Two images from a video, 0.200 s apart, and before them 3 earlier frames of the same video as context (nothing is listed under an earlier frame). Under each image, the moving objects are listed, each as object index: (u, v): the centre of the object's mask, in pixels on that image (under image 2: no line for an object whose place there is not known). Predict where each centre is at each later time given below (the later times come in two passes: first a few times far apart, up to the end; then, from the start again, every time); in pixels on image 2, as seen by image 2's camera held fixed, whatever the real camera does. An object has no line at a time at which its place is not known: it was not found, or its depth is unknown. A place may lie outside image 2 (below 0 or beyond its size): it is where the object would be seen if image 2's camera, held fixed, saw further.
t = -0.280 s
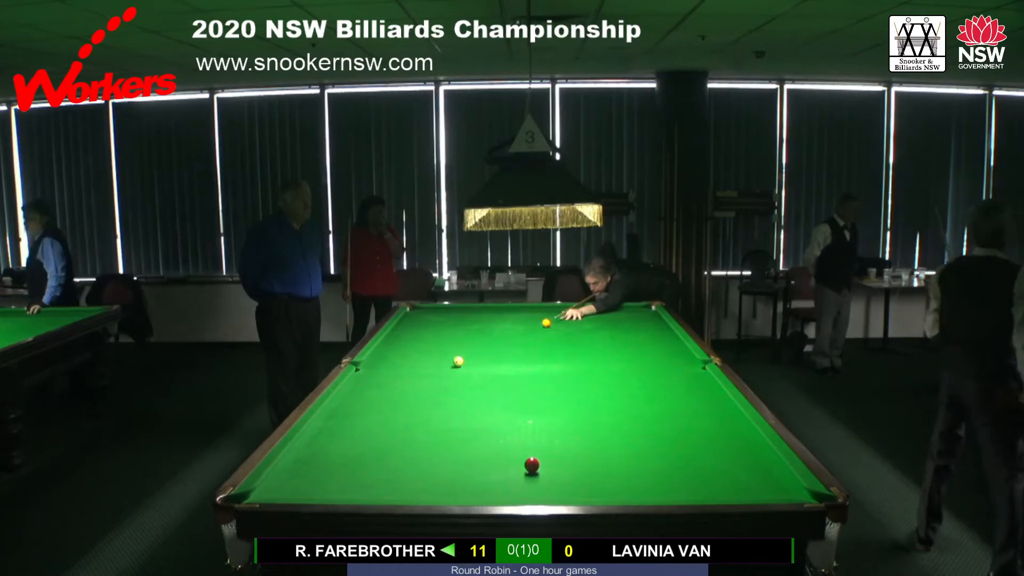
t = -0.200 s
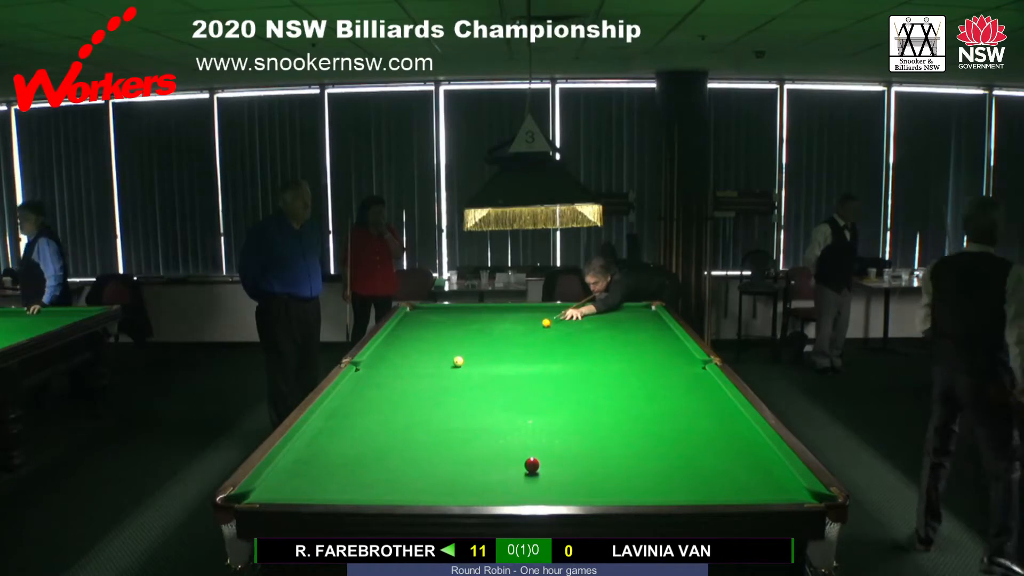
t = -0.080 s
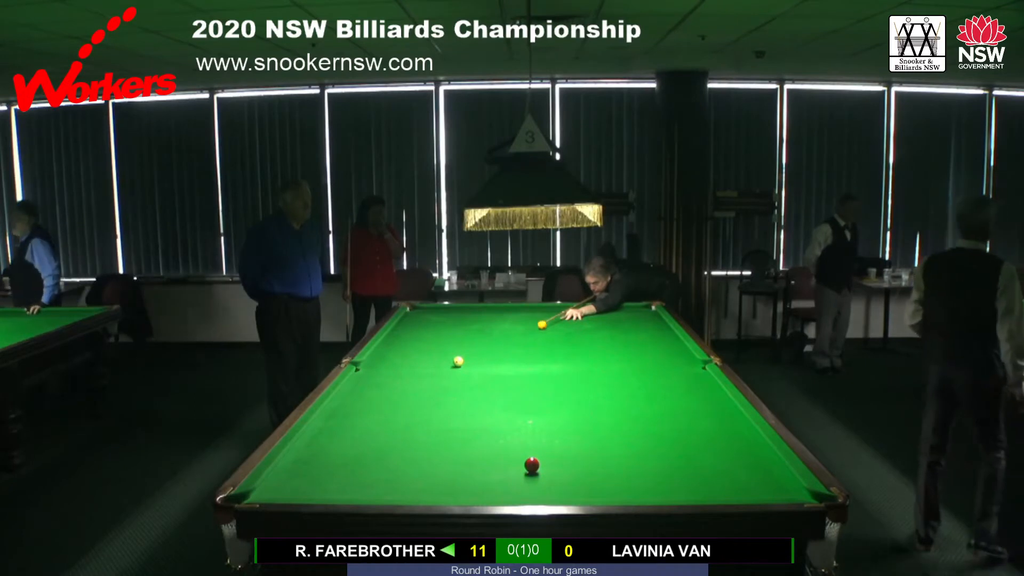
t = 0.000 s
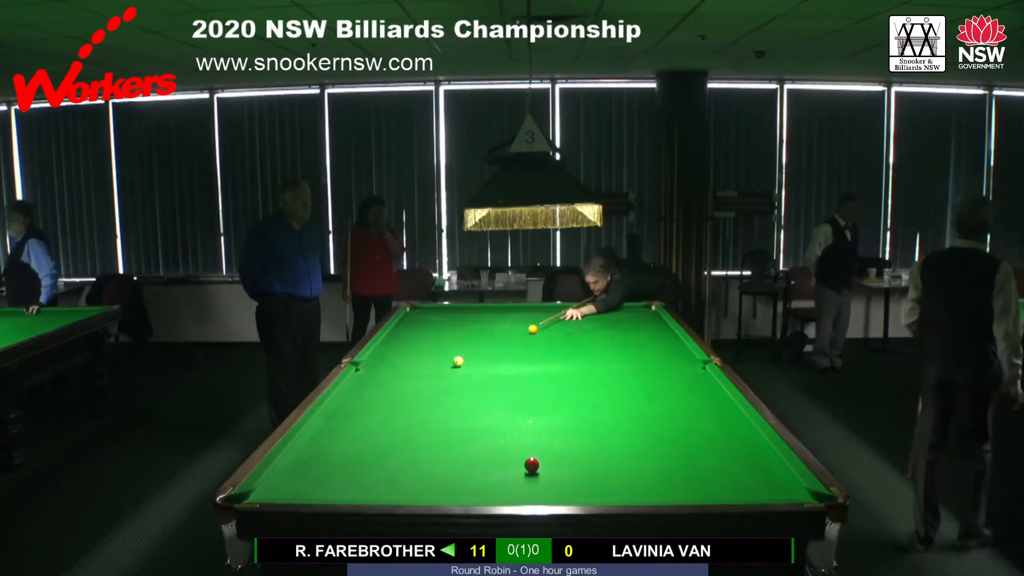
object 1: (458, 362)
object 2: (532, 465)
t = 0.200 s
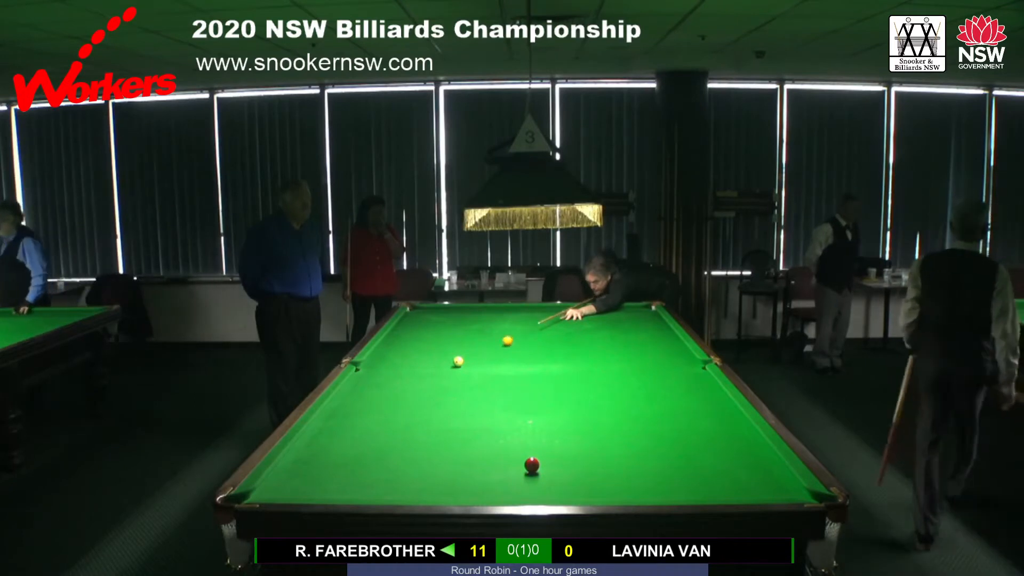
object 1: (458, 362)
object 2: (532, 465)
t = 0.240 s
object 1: (458, 362)
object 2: (532, 465)
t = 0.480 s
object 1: (457, 362)
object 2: (532, 465)
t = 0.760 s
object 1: (403, 373)
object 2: (532, 465)
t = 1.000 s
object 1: (362, 381)
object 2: (532, 465)
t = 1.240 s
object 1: (363, 388)
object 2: (532, 465)
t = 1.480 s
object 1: (383, 395)
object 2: (532, 465)
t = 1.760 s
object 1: (407, 402)
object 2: (532, 465)
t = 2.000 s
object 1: (427, 409)
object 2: (532, 465)
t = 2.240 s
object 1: (448, 416)
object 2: (532, 465)
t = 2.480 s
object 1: (470, 422)
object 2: (532, 465)
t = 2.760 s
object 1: (495, 430)
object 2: (527, 474)
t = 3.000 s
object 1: (516, 437)
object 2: (523, 483)
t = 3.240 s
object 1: (537, 444)
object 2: (518, 491)
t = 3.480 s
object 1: (558, 451)
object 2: (514, 495)
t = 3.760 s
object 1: (582, 459)
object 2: (512, 492)
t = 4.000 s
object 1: (601, 464)
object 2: (510, 490)
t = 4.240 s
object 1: (621, 469)
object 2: (508, 485)
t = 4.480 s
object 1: (639, 476)
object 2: (506, 483)
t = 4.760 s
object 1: (659, 482)
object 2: (505, 480)
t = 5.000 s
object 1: (675, 487)
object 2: (503, 478)
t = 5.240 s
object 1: (689, 490)
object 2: (502, 477)
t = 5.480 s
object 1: (702, 492)
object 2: (502, 477)
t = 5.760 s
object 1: (715, 494)
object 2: (502, 477)
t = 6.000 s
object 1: (719, 493)
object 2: (502, 478)
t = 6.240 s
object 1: (722, 492)
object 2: (502, 478)
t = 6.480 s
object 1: (725, 492)
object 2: (502, 477)
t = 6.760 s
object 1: (725, 492)
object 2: (502, 477)
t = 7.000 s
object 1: (725, 492)
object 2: (502, 478)
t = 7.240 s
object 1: (725, 492)
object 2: (502, 477)
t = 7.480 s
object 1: (725, 492)
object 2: (502, 477)
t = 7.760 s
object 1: (725, 492)
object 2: (502, 477)
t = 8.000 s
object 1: (725, 492)
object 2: (502, 478)
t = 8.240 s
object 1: (725, 492)
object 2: (502, 478)
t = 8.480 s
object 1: (725, 492)
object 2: (502, 478)
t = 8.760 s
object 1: (725, 492)
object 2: (502, 478)
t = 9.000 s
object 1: (725, 492)
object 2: (502, 478)
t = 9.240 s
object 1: (725, 492)
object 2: (502, 478)
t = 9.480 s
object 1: (725, 492)
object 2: (502, 478)
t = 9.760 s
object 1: (725, 492)
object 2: (502, 478)
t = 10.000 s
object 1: (725, 492)
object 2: (502, 478)
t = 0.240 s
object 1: (458, 362)
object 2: (532, 465)
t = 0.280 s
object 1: (458, 362)
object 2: (532, 465)
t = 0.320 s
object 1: (458, 362)
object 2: (532, 465)
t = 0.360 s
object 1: (458, 362)
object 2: (532, 465)
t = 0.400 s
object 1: (458, 362)
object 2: (532, 465)
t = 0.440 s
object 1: (457, 362)
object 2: (532, 465)
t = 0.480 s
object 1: (457, 362)
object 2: (532, 465)
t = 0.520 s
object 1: (449, 363)
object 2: (532, 465)
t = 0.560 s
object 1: (440, 365)
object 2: (532, 465)
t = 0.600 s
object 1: (432, 367)
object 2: (532, 465)
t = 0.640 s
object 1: (424, 368)
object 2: (532, 465)
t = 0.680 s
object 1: (417, 370)
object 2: (532, 465)
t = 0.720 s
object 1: (410, 371)
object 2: (532, 465)
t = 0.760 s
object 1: (403, 373)
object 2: (532, 465)
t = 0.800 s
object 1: (397, 374)
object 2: (532, 465)
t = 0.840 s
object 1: (389, 375)
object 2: (532, 465)
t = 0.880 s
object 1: (382, 377)
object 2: (532, 465)
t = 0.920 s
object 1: (376, 378)
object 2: (532, 465)
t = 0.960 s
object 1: (369, 380)
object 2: (532, 465)
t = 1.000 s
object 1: (362, 381)
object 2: (532, 465)
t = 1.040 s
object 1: (355, 382)
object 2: (532, 465)
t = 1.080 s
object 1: (349, 384)
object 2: (532, 465)
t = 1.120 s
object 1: (353, 385)
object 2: (532, 465)
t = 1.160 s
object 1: (357, 386)
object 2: (532, 465)
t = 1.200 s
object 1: (360, 387)
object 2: (532, 465)
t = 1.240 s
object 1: (363, 388)
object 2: (532, 465)
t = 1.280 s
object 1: (366, 389)
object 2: (532, 465)
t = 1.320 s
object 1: (370, 390)
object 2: (532, 465)
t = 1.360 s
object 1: (373, 391)
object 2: (532, 465)
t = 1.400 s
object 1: (376, 392)
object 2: (532, 465)
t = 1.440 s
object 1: (380, 393)
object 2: (532, 465)
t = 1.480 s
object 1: (383, 395)
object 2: (532, 465)
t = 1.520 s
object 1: (386, 396)
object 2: (532, 465)
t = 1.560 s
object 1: (390, 397)
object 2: (532, 465)
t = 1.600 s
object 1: (393, 398)
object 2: (532, 465)
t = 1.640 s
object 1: (396, 399)
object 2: (532, 465)
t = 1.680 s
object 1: (400, 400)
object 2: (532, 465)
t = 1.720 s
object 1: (403, 401)
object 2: (532, 465)
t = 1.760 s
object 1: (407, 402)
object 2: (532, 465)
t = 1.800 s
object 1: (410, 403)
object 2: (532, 465)
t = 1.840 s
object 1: (414, 404)
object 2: (532, 465)
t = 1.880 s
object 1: (417, 406)
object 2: (532, 465)
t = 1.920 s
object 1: (420, 407)
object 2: (532, 465)
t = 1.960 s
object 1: (424, 408)
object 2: (532, 465)
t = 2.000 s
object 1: (427, 409)
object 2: (532, 465)
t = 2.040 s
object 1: (431, 410)
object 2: (532, 465)
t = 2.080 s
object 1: (434, 411)
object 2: (532, 465)
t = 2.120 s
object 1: (438, 412)
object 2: (532, 465)
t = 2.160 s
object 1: (441, 414)
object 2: (532, 465)
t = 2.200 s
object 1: (445, 414)
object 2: (532, 465)
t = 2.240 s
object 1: (448, 416)
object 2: (532, 465)
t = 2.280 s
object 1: (452, 417)
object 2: (532, 465)
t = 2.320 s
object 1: (455, 418)
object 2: (532, 465)
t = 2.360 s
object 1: (459, 419)
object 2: (532, 465)
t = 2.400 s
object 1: (462, 420)
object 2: (532, 465)
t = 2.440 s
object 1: (466, 421)
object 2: (532, 465)
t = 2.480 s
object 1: (470, 422)
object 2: (532, 465)
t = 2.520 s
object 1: (473, 424)
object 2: (532, 465)
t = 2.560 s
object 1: (477, 425)
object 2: (531, 466)
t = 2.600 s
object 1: (480, 426)
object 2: (530, 468)
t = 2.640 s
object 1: (484, 427)
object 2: (529, 470)
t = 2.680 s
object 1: (487, 428)
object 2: (529, 471)
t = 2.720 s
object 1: (491, 429)
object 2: (528, 473)
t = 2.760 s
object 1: (495, 430)
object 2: (527, 474)
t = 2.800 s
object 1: (498, 432)
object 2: (526, 475)
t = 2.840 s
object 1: (502, 433)
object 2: (525, 477)
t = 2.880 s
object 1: (505, 434)
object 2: (525, 478)
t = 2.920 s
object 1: (509, 435)
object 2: (524, 480)
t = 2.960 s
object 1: (512, 436)
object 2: (524, 480)
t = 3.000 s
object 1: (516, 437)
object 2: (523, 483)
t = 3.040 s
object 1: (519, 439)
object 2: (522, 484)
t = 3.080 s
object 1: (523, 440)
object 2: (521, 486)
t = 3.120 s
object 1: (526, 441)
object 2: (520, 487)
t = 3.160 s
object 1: (530, 442)
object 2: (520, 488)
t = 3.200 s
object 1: (534, 443)
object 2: (519, 490)
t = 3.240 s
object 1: (537, 444)
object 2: (518, 491)
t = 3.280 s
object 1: (541, 446)
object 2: (518, 492)
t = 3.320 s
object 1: (544, 447)
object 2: (517, 493)
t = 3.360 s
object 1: (548, 448)
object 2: (516, 494)
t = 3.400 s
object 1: (551, 449)
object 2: (516, 494)
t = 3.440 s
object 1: (555, 450)
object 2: (515, 495)
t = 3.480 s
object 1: (558, 451)
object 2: (514, 495)
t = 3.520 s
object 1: (562, 452)
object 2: (514, 495)
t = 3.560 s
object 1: (565, 453)
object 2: (514, 495)
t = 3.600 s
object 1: (568, 454)
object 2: (513, 494)
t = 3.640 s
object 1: (572, 455)
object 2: (513, 494)
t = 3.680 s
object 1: (575, 457)
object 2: (512, 493)
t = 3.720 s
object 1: (579, 458)
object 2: (512, 493)
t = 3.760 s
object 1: (582, 459)
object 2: (512, 492)
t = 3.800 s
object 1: (585, 460)
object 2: (511, 492)
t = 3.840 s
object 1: (588, 461)
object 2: (511, 491)
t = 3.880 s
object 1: (592, 461)
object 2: (511, 491)
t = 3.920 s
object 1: (595, 462)
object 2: (510, 491)
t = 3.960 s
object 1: (598, 463)
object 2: (510, 490)
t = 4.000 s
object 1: (601, 464)
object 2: (510, 490)
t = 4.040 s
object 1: (605, 465)
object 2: (509, 489)
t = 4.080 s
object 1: (608, 466)
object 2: (509, 489)
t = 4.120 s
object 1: (611, 467)
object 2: (509, 489)
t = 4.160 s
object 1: (614, 467)
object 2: (508, 486)
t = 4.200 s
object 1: (617, 468)
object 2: (508, 486)
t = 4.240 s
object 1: (621, 469)
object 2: (508, 485)
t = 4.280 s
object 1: (624, 470)
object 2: (508, 485)
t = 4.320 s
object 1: (627, 471)
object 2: (507, 484)
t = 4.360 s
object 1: (630, 472)
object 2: (507, 484)
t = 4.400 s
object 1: (633, 473)
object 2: (507, 484)
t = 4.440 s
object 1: (636, 474)
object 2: (507, 483)
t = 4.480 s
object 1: (639, 476)
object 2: (506, 483)
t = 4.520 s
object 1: (642, 476)
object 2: (506, 482)
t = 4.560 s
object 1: (645, 477)
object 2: (506, 482)
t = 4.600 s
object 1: (648, 478)
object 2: (506, 481)
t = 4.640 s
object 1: (651, 479)
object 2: (505, 481)
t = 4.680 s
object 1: (653, 480)
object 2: (505, 480)
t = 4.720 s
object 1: (656, 481)
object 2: (505, 480)
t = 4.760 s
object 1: (659, 482)
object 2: (505, 480)
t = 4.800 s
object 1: (662, 483)
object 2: (505, 479)
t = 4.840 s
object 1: (664, 483)
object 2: (504, 479)
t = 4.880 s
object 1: (667, 484)
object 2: (504, 479)
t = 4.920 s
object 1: (670, 485)
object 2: (504, 479)
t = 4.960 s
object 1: (672, 486)
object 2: (504, 479)
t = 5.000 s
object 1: (675, 487)
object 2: (503, 478)
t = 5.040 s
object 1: (677, 487)
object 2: (503, 478)
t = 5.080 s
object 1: (680, 488)
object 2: (503, 478)
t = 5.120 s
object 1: (682, 488)
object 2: (503, 478)
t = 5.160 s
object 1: (684, 489)
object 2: (503, 477)
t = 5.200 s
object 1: (686, 490)
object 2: (502, 477)
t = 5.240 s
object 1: (689, 490)
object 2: (502, 477)
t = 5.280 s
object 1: (691, 490)
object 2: (502, 477)
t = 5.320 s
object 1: (693, 491)
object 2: (502, 477)
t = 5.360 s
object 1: (696, 491)
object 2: (502, 477)
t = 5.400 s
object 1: (698, 492)
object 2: (502, 477)
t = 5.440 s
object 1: (700, 492)
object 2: (502, 477)
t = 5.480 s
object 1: (702, 492)
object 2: (502, 477)
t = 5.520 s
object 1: (704, 493)
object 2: (502, 477)
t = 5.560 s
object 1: (706, 493)
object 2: (502, 477)
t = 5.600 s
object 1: (708, 494)
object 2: (502, 477)
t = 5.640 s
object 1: (709, 494)
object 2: (502, 477)
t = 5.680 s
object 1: (711, 494)
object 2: (502, 477)
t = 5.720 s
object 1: (713, 494)
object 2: (502, 477)
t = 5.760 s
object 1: (715, 494)
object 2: (502, 477)
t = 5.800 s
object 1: (715, 494)
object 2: (502, 477)
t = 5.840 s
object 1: (716, 494)
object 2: (502, 477)
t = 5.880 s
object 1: (717, 494)
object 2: (502, 477)
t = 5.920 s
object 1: (718, 494)
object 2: (502, 477)
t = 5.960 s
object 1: (719, 494)
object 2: (502, 477)
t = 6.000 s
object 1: (719, 493)
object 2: (502, 478)
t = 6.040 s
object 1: (720, 493)
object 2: (502, 477)
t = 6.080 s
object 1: (721, 493)
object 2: (502, 478)
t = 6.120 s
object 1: (721, 493)
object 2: (502, 477)
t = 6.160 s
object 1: (721, 493)
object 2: (502, 478)
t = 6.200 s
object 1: (722, 493)
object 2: (502, 477)
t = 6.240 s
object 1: (722, 492)
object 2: (502, 478)
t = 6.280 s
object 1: (723, 492)
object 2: (502, 477)
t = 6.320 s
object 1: (723, 492)
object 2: (502, 478)
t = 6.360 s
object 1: (724, 492)
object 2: (502, 477)
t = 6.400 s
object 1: (724, 492)
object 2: (502, 478)
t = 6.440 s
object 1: (724, 492)
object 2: (502, 477)
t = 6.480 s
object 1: (725, 492)
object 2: (502, 477)
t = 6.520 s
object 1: (725, 492)
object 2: (502, 477)
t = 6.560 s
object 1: (725, 492)
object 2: (502, 477)
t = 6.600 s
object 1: (725, 492)
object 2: (502, 477)
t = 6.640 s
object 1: (725, 492)
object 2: (502, 477)
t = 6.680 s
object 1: (725, 492)
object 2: (502, 477)
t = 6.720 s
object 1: (725, 492)
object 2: (502, 477)
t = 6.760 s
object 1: (725, 492)
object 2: (502, 477)
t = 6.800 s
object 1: (725, 492)
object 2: (502, 477)
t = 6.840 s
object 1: (725, 492)
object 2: (502, 477)
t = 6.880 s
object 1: (725, 492)
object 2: (502, 477)
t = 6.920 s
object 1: (725, 492)
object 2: (502, 478)
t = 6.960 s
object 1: (725, 492)
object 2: (502, 477)
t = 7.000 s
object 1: (725, 492)
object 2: (502, 478)
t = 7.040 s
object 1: (725, 492)
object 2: (502, 477)
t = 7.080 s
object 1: (725, 492)
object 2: (502, 477)
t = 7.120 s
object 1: (725, 492)
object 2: (502, 477)
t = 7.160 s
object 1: (725, 492)
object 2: (502, 477)
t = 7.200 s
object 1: (725, 492)
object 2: (502, 477)
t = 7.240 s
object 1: (725, 492)
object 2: (502, 477)
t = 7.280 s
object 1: (725, 492)
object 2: (502, 477)
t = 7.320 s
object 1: (725, 492)
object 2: (502, 477)
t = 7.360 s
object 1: (725, 492)
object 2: (502, 477)
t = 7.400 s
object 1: (725, 492)
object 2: (502, 477)
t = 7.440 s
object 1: (725, 492)
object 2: (502, 478)
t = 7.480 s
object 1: (725, 492)
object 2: (502, 477)
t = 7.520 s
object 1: (725, 492)
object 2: (502, 477)
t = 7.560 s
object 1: (725, 492)
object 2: (502, 477)
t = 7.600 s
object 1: (725, 492)
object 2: (502, 477)
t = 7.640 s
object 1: (725, 492)
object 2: (502, 477)
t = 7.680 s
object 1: (725, 492)
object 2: (502, 477)
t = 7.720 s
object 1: (725, 492)
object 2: (502, 477)
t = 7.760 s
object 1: (725, 492)
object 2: (502, 477)
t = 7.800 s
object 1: (725, 492)
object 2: (502, 477)
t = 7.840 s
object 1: (725, 492)
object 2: (502, 477)
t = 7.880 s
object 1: (725, 492)
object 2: (502, 477)
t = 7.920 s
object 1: (725, 492)
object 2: (502, 477)
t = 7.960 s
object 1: (725, 492)
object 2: (502, 477)
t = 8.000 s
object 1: (725, 492)
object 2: (502, 478)
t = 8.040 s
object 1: (725, 492)
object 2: (502, 478)
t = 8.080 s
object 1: (725, 492)
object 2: (502, 478)
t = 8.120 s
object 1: (725, 492)
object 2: (502, 478)
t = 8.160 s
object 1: (725, 492)
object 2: (502, 478)
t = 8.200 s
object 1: (725, 492)
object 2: (502, 478)
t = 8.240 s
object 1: (725, 492)
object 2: (502, 478)
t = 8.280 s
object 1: (725, 492)
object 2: (502, 478)
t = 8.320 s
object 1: (725, 492)
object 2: (502, 478)
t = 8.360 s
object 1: (725, 492)
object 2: (502, 478)
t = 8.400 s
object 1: (725, 492)
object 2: (502, 478)
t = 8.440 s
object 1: (725, 492)
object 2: (502, 478)
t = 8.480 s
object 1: (725, 492)
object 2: (502, 478)
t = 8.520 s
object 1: (725, 492)
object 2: (502, 478)
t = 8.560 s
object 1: (725, 492)
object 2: (502, 478)
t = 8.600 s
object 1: (725, 492)
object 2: (502, 478)
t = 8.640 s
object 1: (725, 492)
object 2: (502, 478)
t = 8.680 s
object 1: (725, 492)
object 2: (502, 478)
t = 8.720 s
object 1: (725, 492)
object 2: (502, 478)
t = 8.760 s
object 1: (725, 492)
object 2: (502, 478)
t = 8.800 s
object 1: (725, 492)
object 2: (502, 478)
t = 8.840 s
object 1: (725, 492)
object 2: (502, 478)
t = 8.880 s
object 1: (725, 492)
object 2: (502, 478)
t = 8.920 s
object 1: (725, 492)
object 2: (502, 478)
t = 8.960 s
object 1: (725, 492)
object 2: (502, 478)
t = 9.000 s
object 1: (725, 492)
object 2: (502, 478)
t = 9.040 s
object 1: (725, 492)
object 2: (502, 478)
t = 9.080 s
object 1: (725, 492)
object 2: (502, 478)
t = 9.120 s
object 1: (725, 492)
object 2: (502, 477)
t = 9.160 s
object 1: (725, 492)
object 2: (502, 478)
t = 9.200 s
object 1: (725, 492)
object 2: (502, 478)
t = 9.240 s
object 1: (725, 492)
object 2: (502, 478)
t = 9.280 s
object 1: (725, 492)
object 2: (502, 478)
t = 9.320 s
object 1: (725, 492)
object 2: (502, 478)
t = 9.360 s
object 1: (725, 492)
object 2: (502, 477)
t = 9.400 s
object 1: (725, 492)
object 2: (502, 478)
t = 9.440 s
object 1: (725, 492)
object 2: (502, 478)
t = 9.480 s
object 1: (725, 492)
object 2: (502, 478)
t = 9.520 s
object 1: (725, 492)
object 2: (502, 478)
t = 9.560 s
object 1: (725, 492)
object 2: (502, 478)
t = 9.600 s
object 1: (725, 492)
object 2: (502, 478)
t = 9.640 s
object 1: (725, 492)
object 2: (502, 478)
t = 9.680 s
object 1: (725, 492)
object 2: (502, 477)
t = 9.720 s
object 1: (725, 492)
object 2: (502, 478)
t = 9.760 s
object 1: (725, 492)
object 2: (502, 478)
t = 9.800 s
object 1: (725, 492)
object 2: (502, 478)
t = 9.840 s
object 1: (725, 492)
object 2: (502, 478)
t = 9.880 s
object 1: (725, 492)
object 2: (502, 478)
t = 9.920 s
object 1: (725, 492)
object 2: (502, 478)
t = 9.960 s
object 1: (725, 492)
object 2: (502, 478)
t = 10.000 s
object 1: (725, 492)
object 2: (502, 478)
